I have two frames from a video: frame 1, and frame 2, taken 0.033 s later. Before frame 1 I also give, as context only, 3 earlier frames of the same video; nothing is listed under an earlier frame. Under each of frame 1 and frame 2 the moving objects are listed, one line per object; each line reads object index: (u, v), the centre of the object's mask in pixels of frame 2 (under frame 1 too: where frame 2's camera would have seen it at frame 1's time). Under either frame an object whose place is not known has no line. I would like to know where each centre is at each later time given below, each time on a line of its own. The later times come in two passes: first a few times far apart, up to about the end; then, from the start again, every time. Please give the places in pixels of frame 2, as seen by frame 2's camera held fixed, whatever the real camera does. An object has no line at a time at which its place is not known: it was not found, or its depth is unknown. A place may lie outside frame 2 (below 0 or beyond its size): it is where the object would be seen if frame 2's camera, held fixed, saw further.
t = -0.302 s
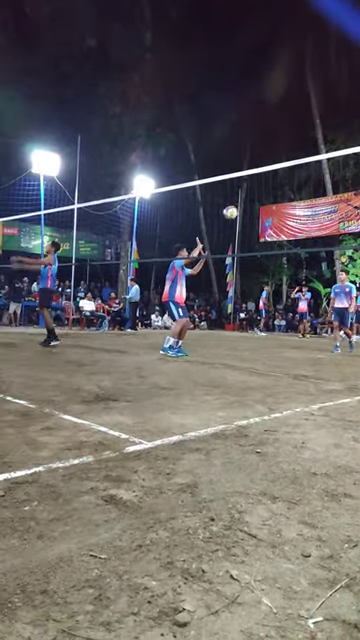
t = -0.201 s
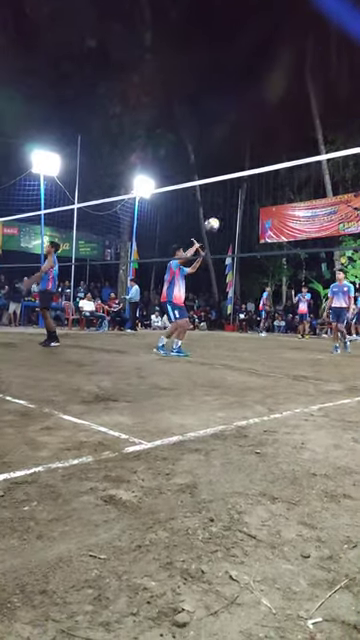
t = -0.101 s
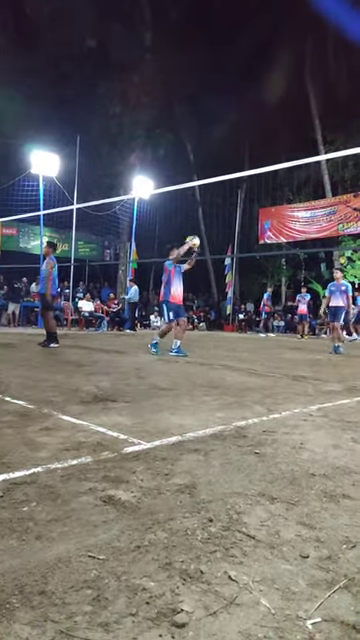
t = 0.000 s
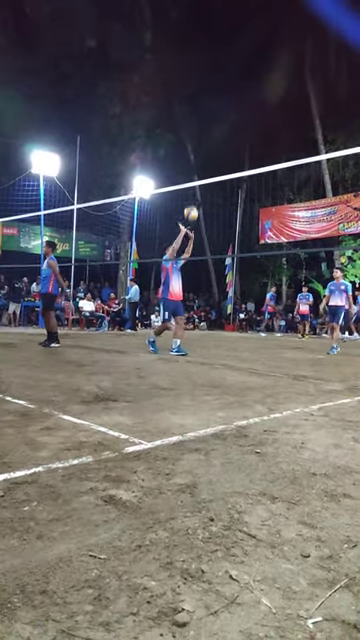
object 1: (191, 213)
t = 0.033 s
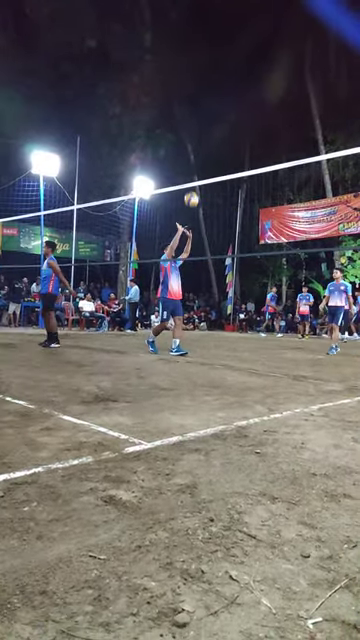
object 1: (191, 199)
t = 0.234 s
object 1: (193, 130)
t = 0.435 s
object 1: (192, 88)
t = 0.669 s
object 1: (191, 71)
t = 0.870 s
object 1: (189, 85)
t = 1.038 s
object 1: (186, 116)
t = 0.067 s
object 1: (193, 186)
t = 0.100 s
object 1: (192, 173)
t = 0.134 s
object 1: (192, 161)
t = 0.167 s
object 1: (192, 150)
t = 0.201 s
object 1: (193, 140)
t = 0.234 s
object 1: (193, 130)
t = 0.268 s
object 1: (193, 121)
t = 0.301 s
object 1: (193, 113)
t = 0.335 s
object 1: (193, 106)
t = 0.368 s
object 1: (193, 100)
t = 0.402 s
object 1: (193, 93)
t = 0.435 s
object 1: (192, 88)
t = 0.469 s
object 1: (192, 84)
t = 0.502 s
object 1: (192, 80)
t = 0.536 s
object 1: (192, 76)
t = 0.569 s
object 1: (192, 74)
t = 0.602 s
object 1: (191, 73)
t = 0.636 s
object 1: (191, 72)
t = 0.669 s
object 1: (191, 71)
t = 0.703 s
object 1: (190, 72)
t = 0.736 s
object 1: (190, 73)
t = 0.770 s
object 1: (190, 75)
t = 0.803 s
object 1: (190, 77)
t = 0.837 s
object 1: (189, 81)
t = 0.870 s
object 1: (189, 85)
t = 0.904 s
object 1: (188, 90)
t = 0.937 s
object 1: (187, 95)
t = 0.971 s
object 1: (187, 101)
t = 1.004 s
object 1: (186, 108)
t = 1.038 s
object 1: (186, 116)
